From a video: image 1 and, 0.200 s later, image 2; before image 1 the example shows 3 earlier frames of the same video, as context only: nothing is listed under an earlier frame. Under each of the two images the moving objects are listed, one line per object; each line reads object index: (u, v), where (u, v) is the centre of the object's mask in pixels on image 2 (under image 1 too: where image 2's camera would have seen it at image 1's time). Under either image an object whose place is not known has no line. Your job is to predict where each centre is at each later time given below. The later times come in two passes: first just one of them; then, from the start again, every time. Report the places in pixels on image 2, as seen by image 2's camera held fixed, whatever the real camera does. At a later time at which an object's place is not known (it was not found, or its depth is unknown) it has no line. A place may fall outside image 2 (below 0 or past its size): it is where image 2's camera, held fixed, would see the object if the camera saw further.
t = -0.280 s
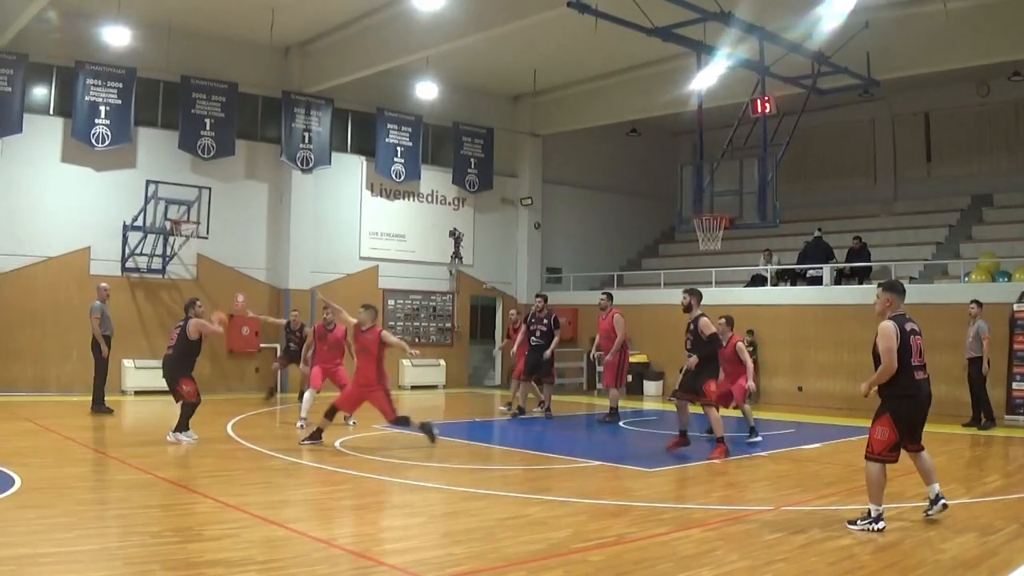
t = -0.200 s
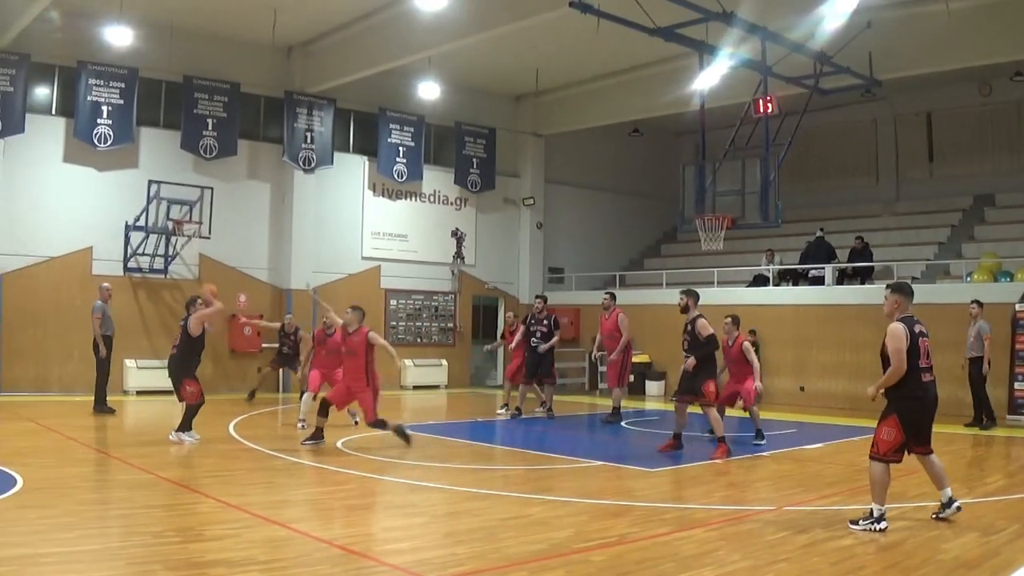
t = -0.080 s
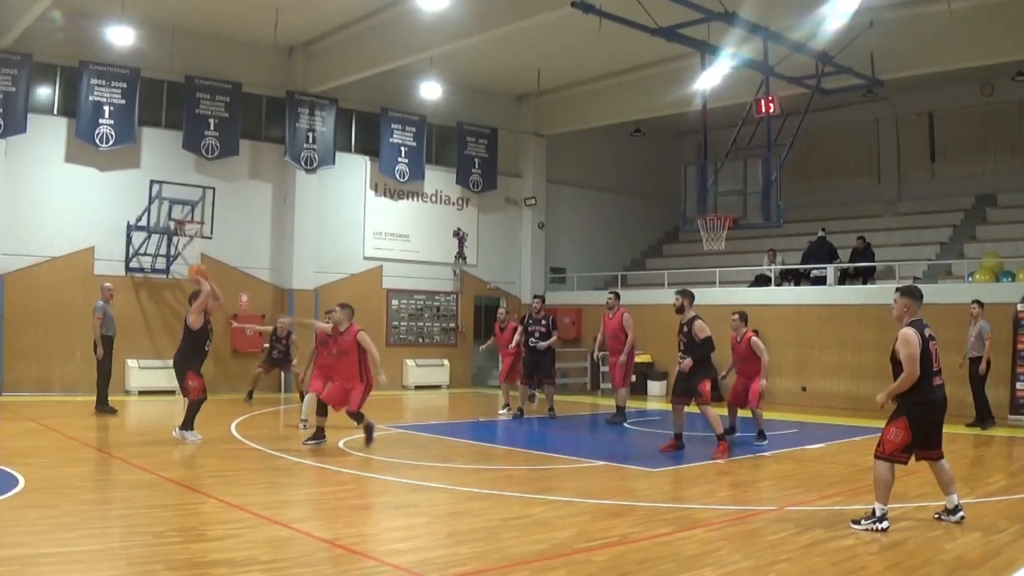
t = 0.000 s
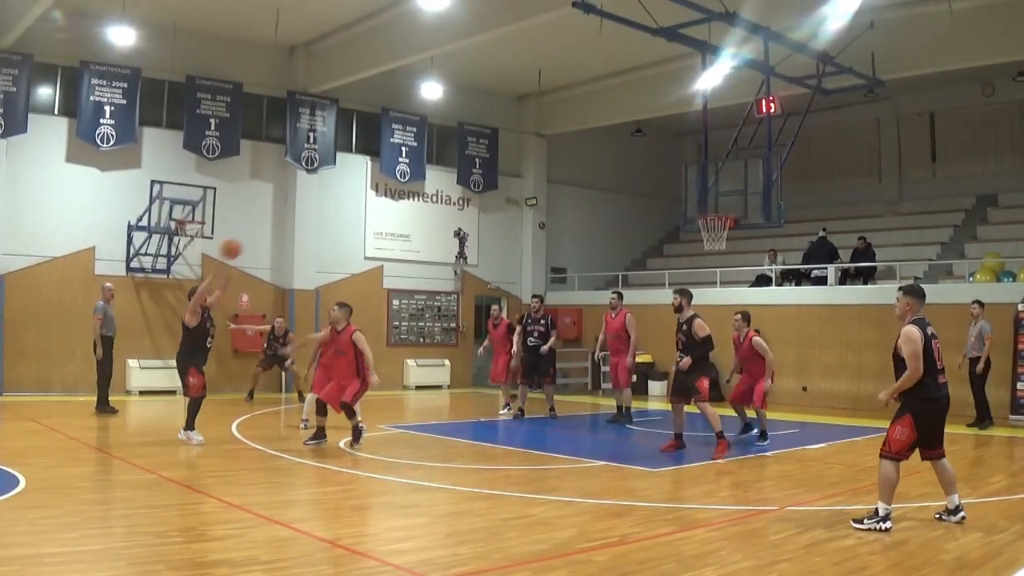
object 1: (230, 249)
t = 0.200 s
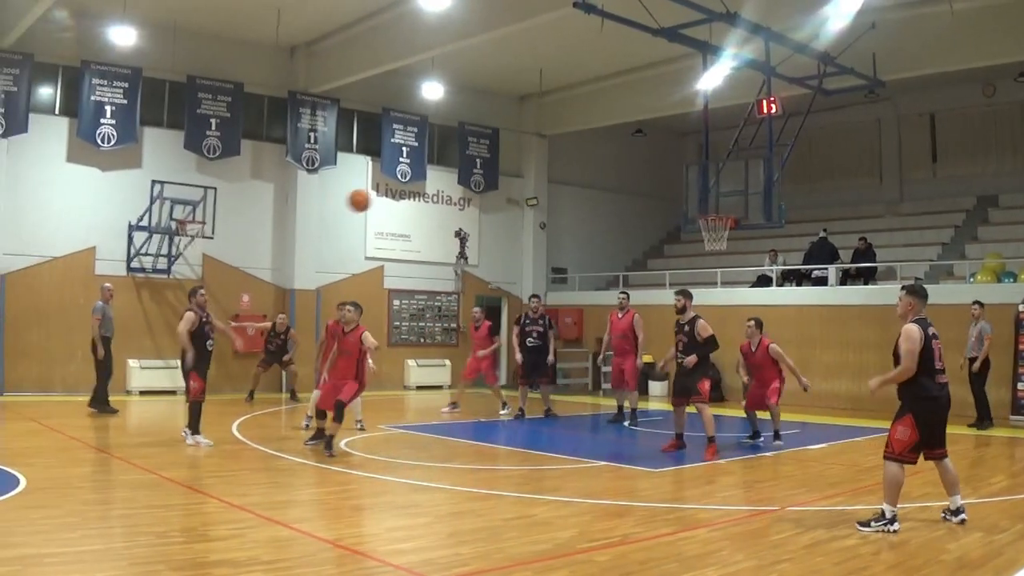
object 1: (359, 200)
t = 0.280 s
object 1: (414, 192)
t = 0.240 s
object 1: (387, 193)
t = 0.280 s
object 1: (414, 192)
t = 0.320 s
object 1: (439, 188)
